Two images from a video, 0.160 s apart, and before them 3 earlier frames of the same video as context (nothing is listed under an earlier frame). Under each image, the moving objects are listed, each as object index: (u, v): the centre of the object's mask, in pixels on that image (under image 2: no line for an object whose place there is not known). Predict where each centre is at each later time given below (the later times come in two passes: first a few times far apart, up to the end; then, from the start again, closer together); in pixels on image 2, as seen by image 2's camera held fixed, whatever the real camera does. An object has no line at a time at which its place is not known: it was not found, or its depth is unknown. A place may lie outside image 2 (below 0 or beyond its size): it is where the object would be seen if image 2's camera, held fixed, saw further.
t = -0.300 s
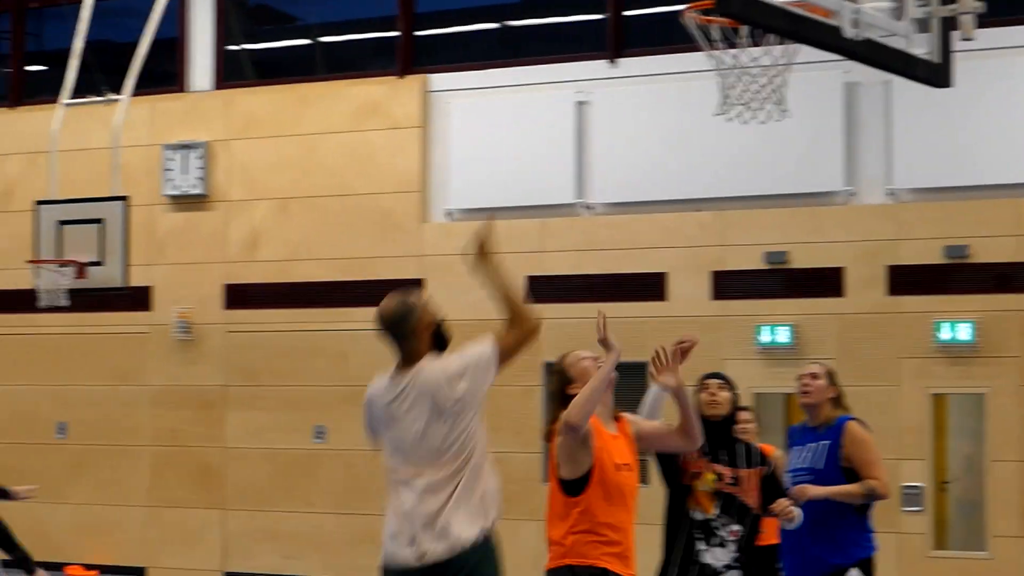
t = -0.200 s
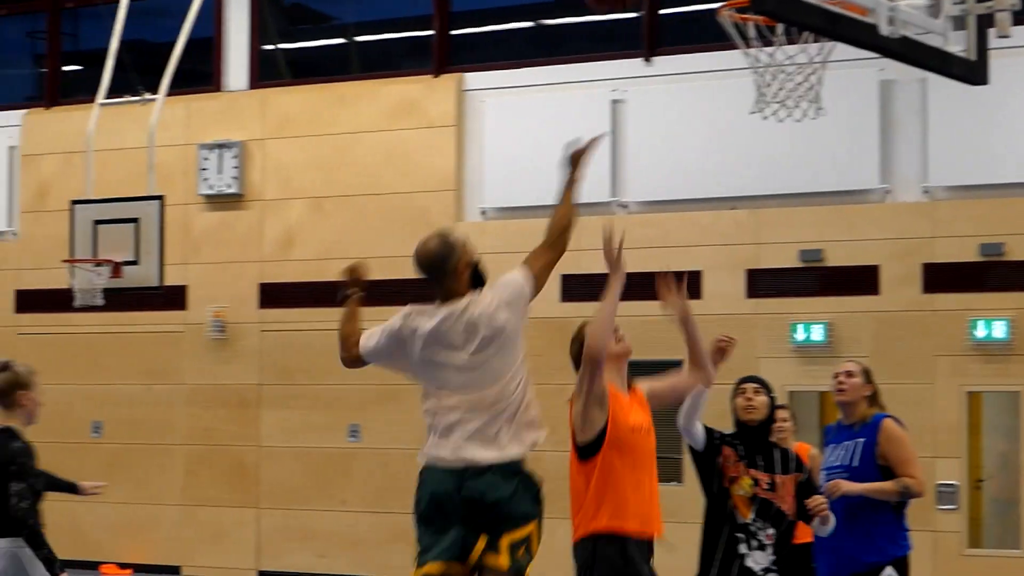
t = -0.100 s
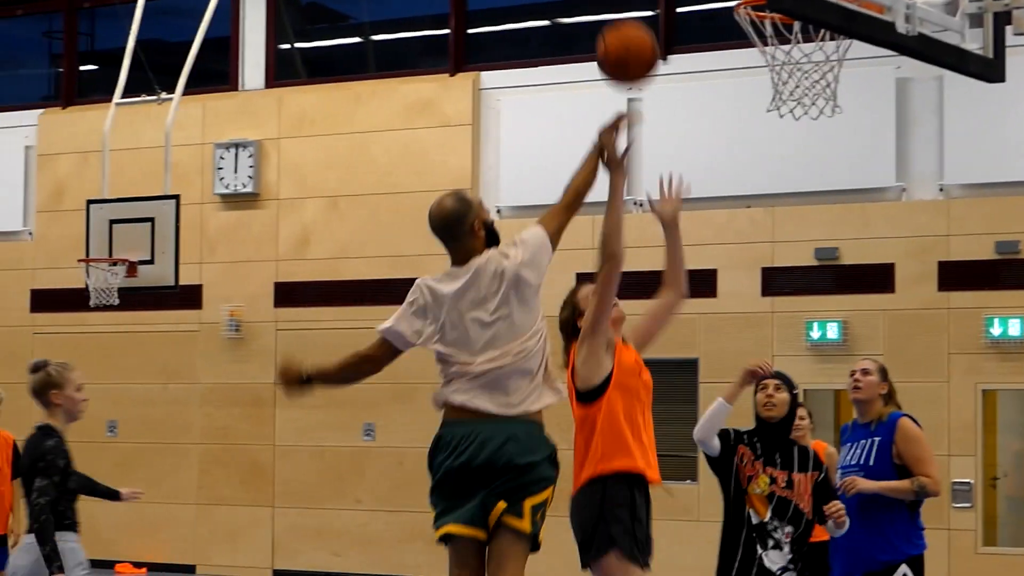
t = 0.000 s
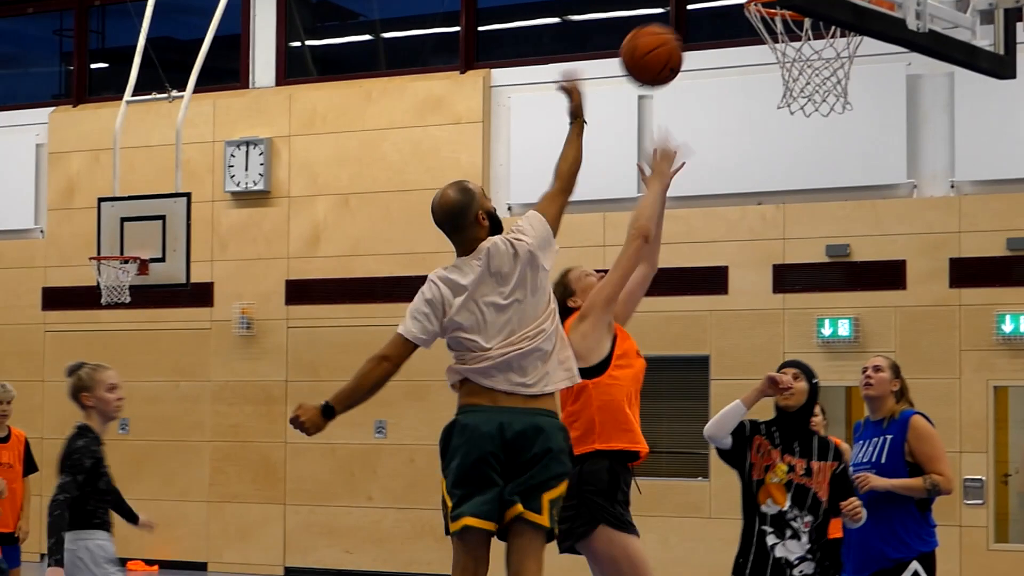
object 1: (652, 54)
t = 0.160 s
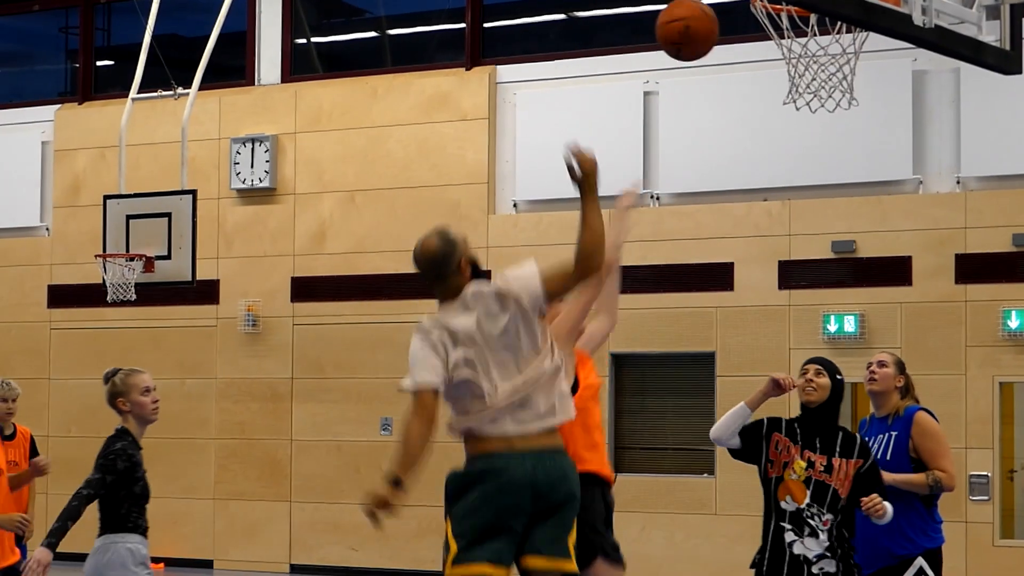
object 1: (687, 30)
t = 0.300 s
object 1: (712, 62)
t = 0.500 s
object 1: (746, 200)
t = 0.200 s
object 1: (693, 34)
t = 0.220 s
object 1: (697, 37)
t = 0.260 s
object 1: (705, 47)
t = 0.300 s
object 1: (712, 62)
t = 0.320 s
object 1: (716, 71)
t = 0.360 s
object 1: (724, 93)
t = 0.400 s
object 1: (730, 119)
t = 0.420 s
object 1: (734, 132)
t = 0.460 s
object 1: (740, 165)
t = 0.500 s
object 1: (746, 200)
